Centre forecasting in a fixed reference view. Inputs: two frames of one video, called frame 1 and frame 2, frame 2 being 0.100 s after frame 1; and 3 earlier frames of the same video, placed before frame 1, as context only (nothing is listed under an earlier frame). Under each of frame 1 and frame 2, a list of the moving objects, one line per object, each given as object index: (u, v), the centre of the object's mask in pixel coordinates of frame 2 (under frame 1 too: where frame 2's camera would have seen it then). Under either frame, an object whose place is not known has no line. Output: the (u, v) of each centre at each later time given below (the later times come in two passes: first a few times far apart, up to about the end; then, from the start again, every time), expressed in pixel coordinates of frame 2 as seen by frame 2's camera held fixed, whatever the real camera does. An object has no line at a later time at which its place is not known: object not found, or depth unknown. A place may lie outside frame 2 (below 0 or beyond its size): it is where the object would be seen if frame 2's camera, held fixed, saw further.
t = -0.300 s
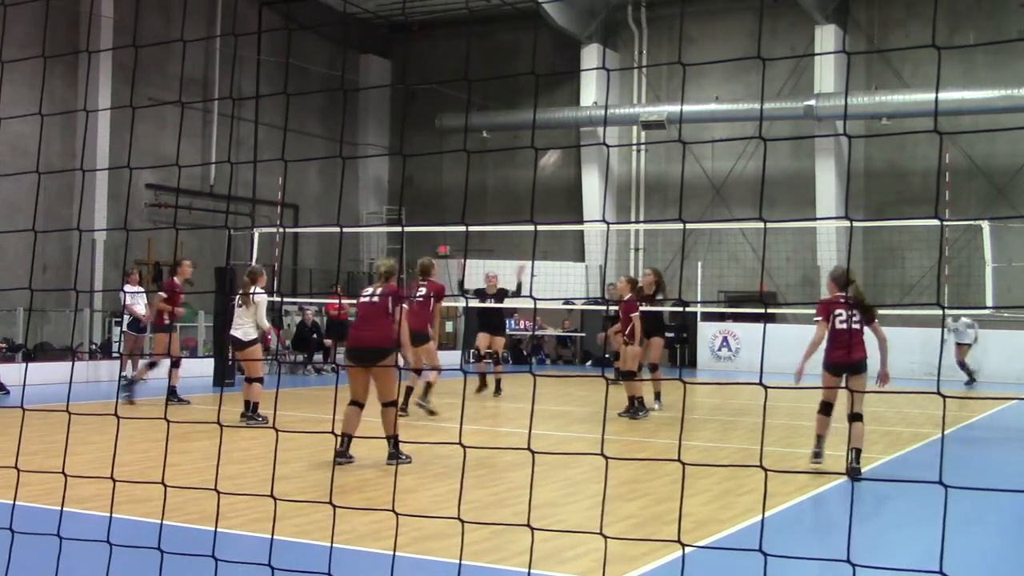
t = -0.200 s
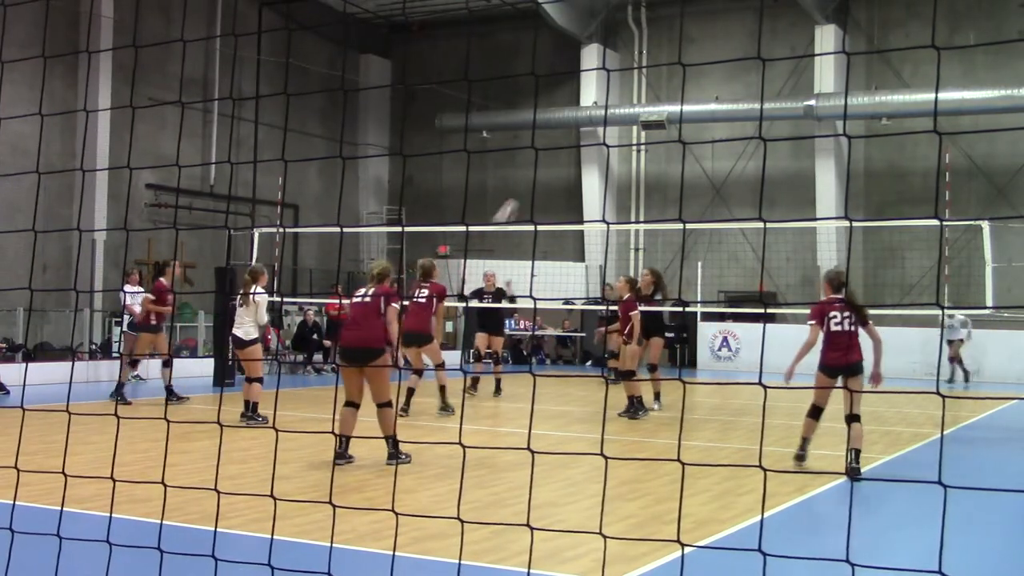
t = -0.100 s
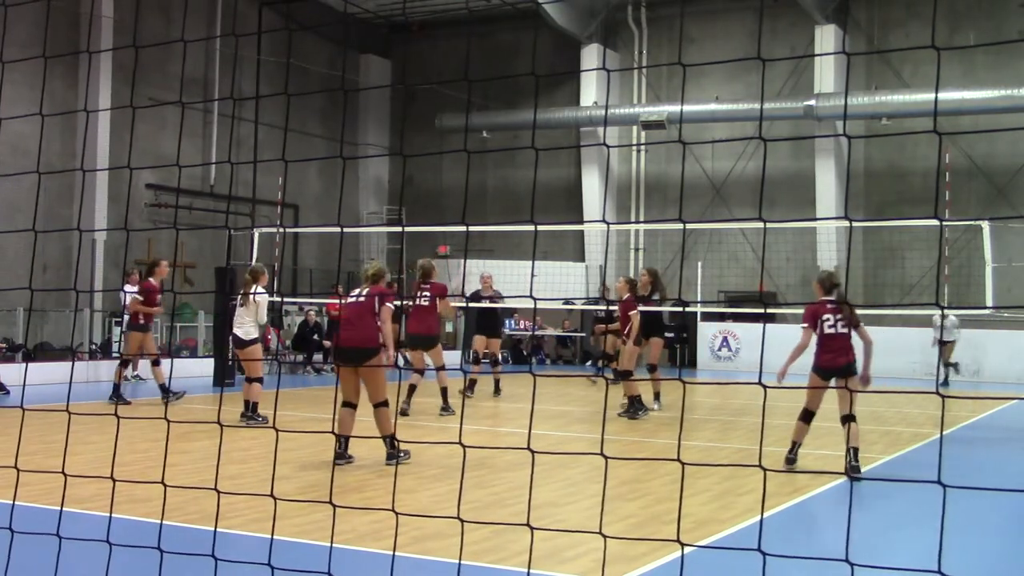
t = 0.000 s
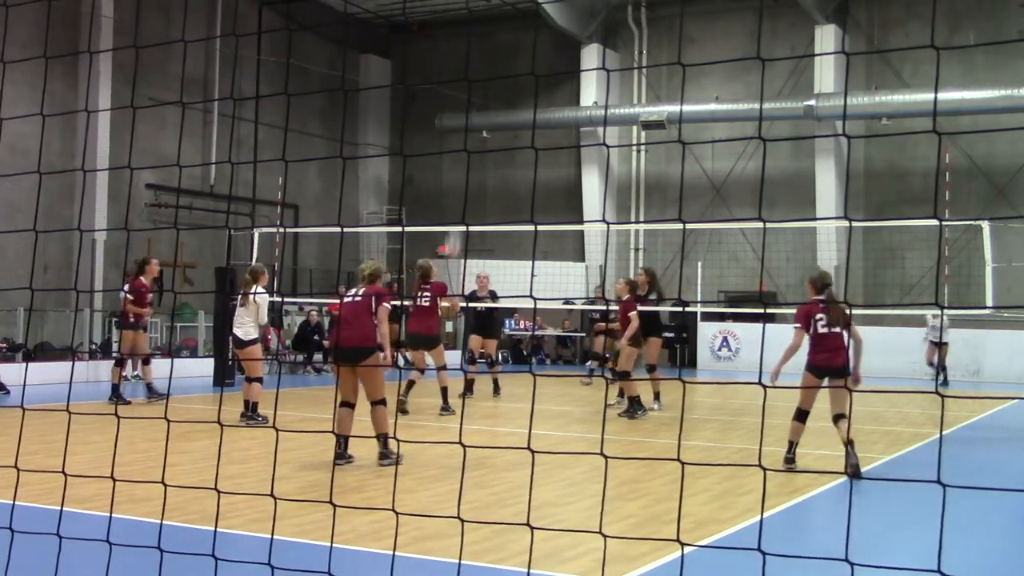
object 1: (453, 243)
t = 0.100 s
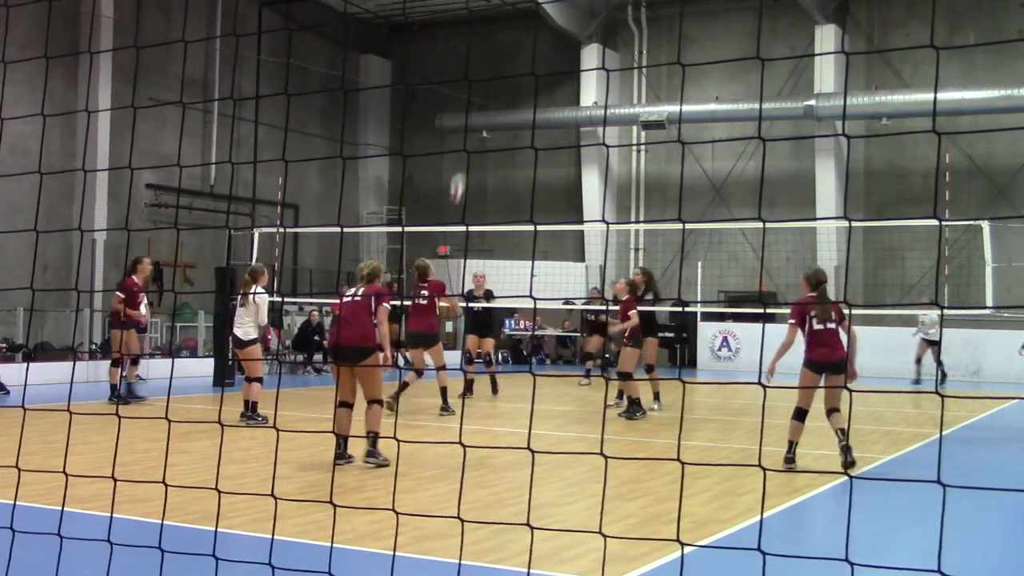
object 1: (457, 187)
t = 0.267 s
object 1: (467, 112)
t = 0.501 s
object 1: (477, 44)
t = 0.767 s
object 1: (487, 24)
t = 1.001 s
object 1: (495, 54)
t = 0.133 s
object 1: (459, 171)
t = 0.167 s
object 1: (461, 154)
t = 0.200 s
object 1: (464, 138)
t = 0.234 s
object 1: (465, 125)
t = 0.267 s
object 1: (467, 112)
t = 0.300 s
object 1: (469, 98)
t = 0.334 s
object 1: (470, 88)
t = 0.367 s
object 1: (472, 77)
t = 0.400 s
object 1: (473, 66)
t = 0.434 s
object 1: (475, 58)
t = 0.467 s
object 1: (476, 50)
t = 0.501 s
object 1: (477, 44)
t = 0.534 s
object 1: (479, 39)
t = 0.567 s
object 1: (480, 33)
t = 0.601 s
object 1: (482, 29)
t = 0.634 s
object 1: (482, 26)
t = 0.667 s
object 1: (484, 24)
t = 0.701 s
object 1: (484, 23)
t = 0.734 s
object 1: (486, 23)
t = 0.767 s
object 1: (487, 24)
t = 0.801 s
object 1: (488, 25)
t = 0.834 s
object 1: (490, 28)
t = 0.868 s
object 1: (491, 31)
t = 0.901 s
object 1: (492, 35)
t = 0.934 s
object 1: (493, 41)
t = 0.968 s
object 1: (494, 47)
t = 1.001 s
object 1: (495, 54)
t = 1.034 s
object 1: (496, 62)
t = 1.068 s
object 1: (497, 71)
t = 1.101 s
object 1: (499, 82)
